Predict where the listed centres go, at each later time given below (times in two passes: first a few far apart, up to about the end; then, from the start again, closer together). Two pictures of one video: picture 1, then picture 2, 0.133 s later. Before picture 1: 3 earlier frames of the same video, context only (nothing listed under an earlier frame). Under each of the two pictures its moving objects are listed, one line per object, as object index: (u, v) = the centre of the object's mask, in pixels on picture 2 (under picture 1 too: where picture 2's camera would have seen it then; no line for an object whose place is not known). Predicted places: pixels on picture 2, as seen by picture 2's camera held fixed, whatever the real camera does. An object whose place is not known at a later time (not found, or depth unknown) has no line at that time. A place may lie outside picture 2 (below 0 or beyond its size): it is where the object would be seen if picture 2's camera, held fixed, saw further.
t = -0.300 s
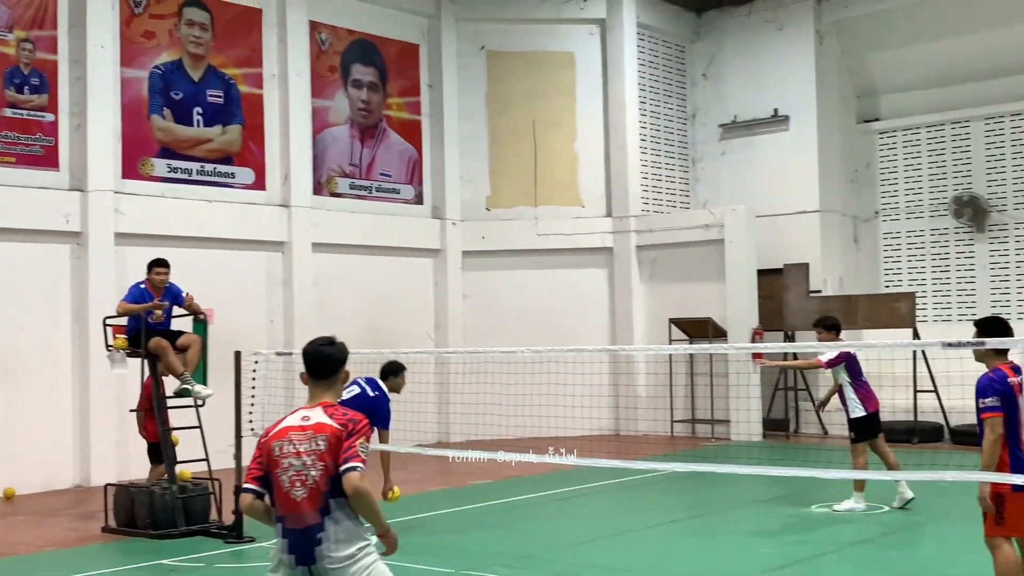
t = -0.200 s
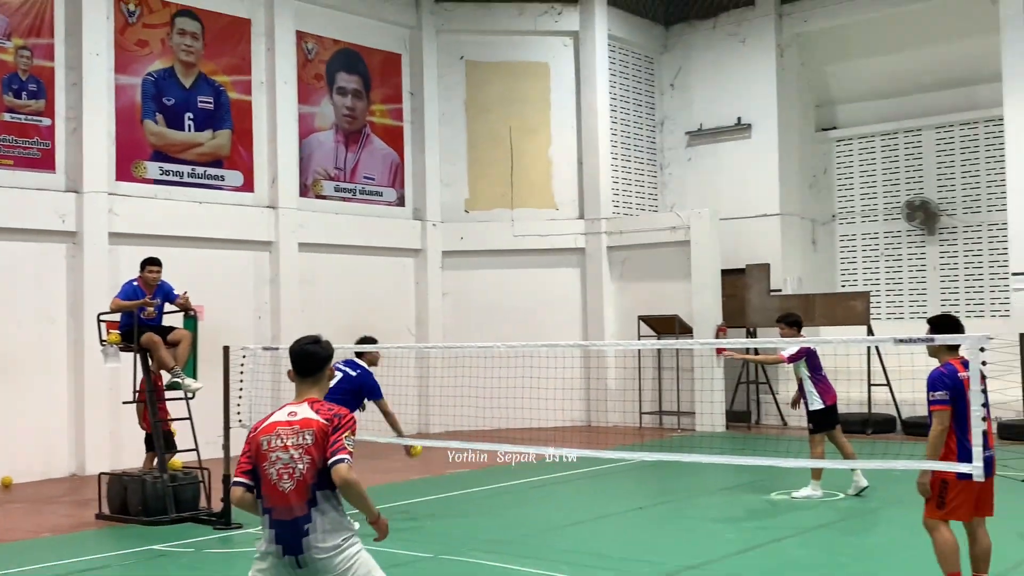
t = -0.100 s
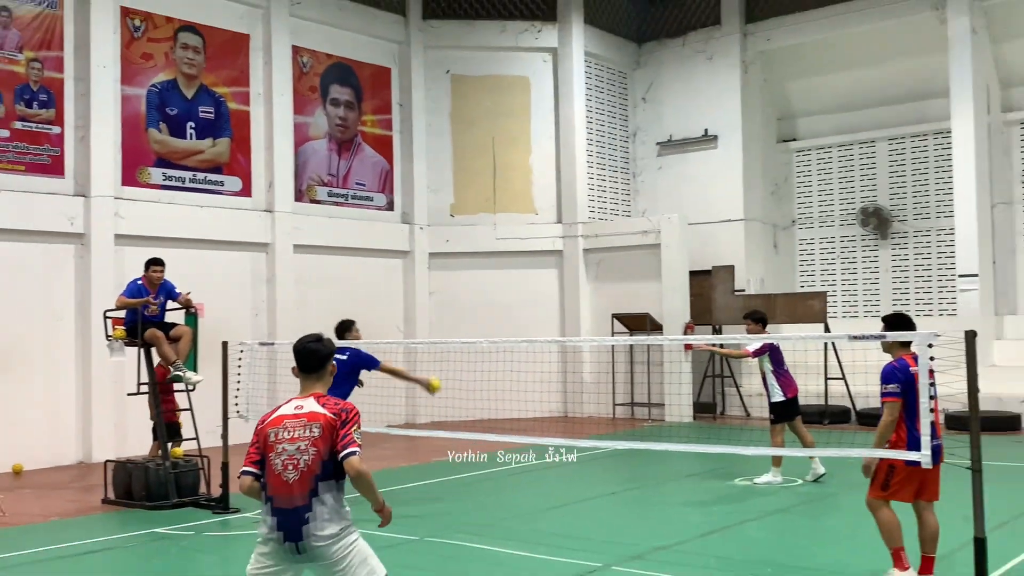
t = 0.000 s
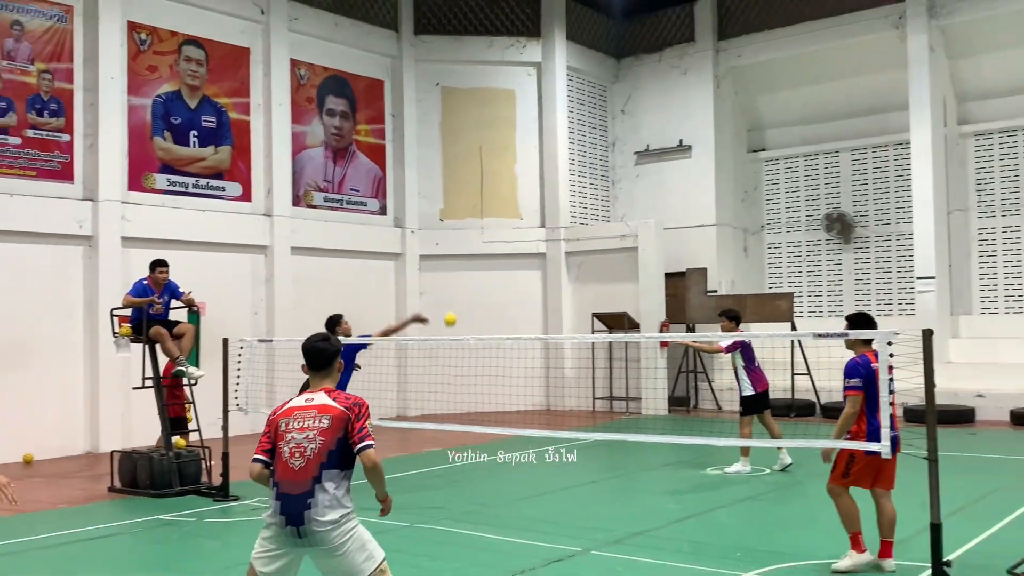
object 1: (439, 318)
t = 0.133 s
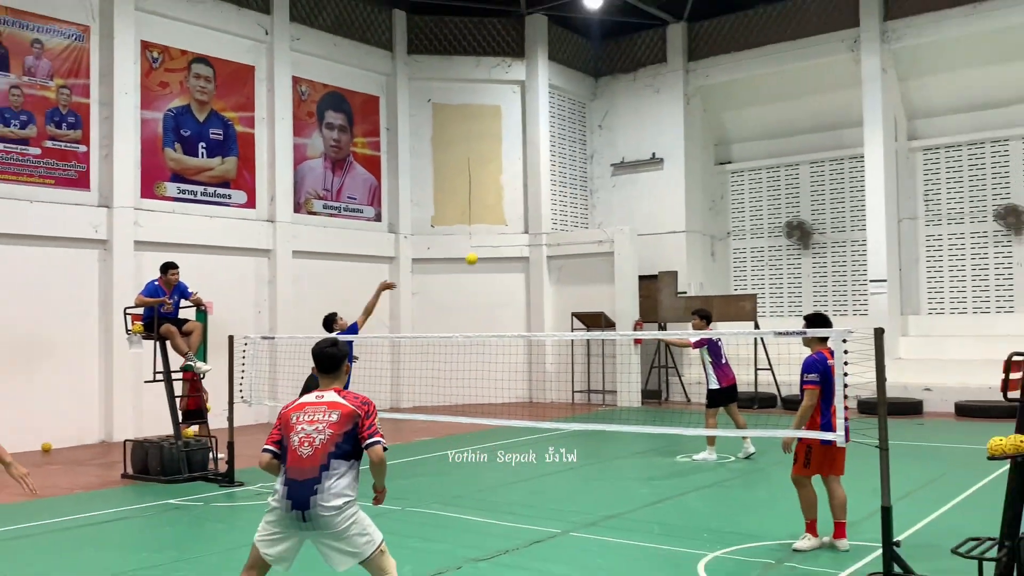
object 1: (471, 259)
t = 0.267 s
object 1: (502, 218)
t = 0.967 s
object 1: (654, 255)
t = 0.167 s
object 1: (479, 247)
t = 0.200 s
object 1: (487, 236)
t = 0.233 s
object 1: (494, 226)
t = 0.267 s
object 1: (502, 218)
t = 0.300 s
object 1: (509, 210)
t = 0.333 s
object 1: (517, 203)
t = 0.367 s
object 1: (524, 198)
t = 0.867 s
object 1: (633, 225)
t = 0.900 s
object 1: (640, 235)
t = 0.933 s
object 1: (647, 245)
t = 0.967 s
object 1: (654, 255)
